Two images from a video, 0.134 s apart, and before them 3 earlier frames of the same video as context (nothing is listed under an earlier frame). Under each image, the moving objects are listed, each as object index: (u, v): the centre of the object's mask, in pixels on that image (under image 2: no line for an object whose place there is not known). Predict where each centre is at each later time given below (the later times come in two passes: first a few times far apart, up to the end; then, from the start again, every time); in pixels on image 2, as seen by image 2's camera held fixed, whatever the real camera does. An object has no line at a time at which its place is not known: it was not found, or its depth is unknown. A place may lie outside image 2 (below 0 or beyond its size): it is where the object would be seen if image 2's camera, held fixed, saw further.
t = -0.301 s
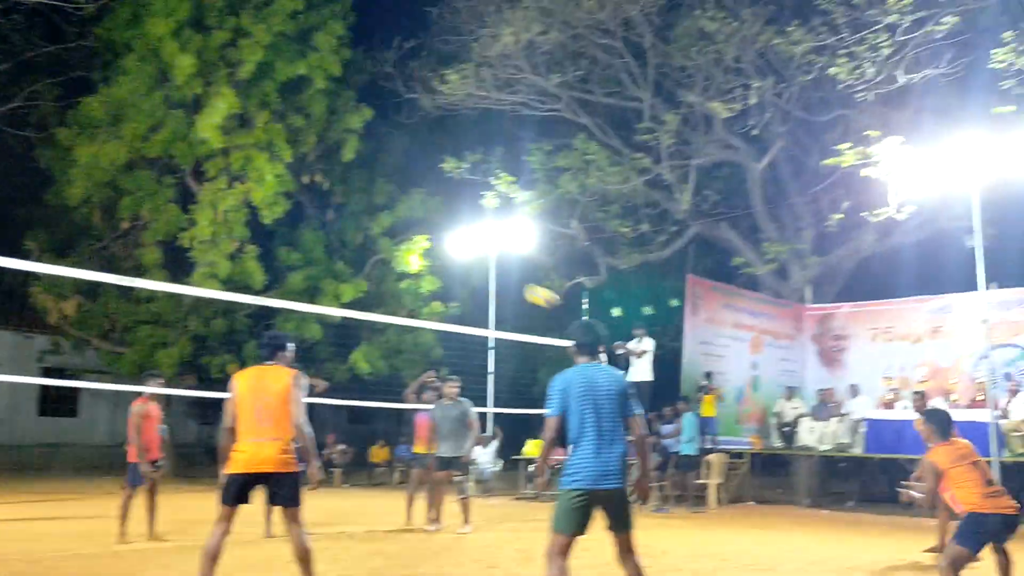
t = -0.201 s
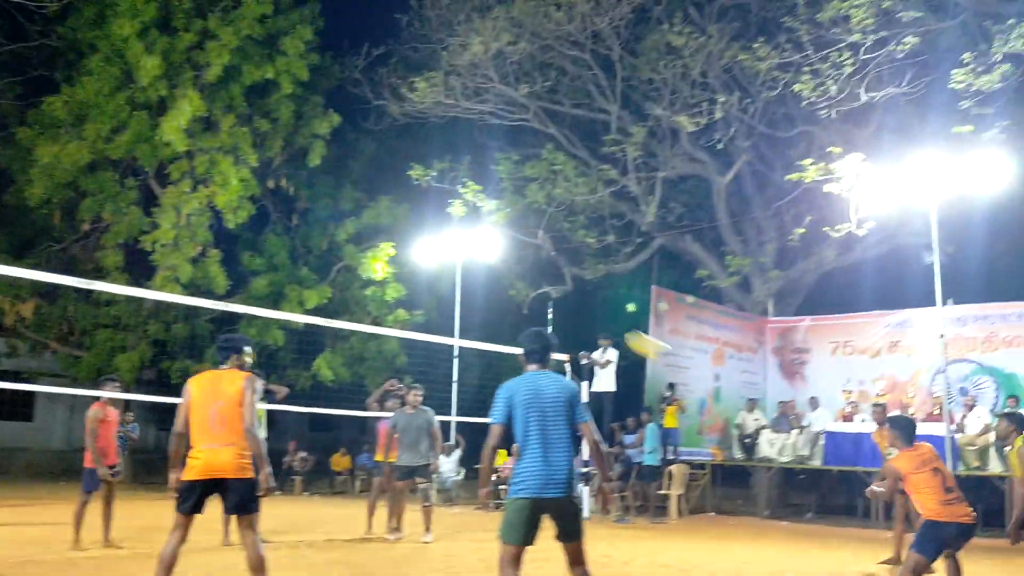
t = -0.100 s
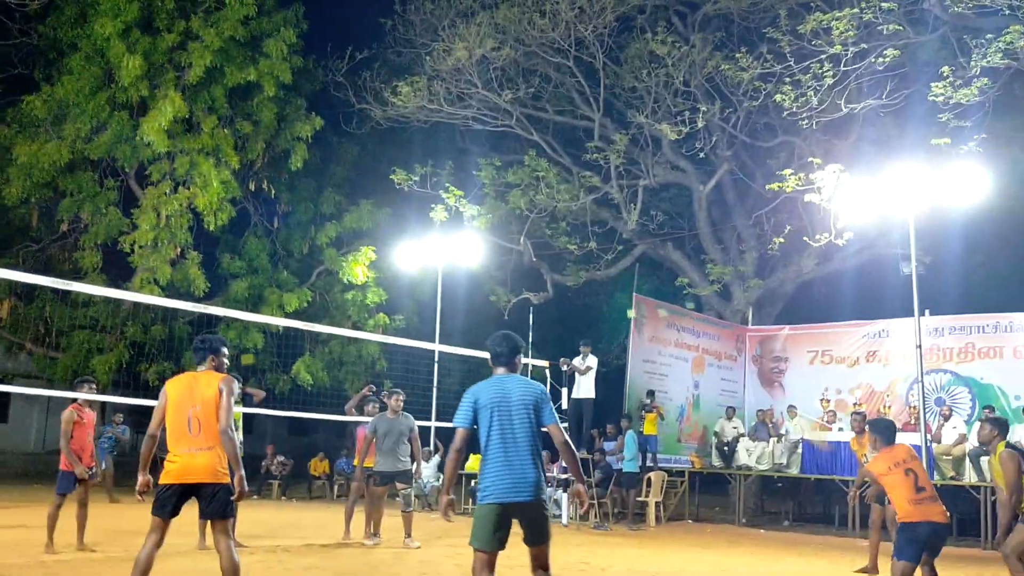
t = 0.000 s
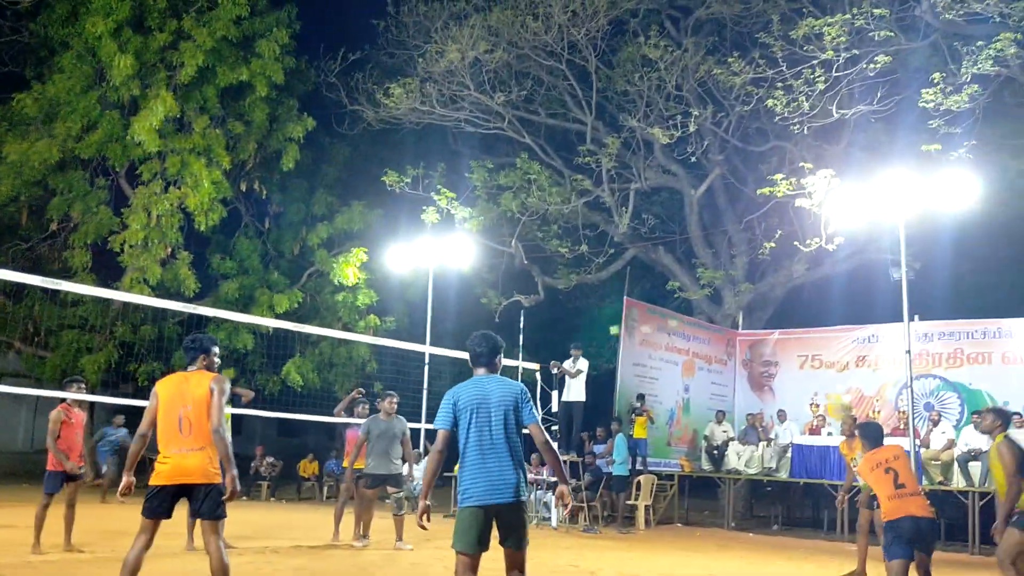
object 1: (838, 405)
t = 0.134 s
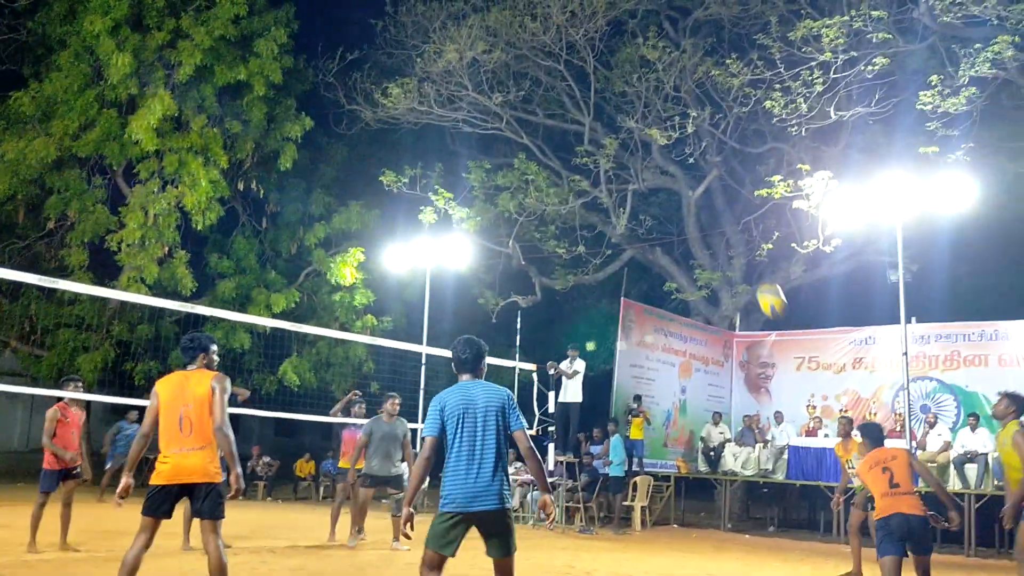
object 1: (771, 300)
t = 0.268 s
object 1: (715, 222)
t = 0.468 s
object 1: (640, 145)
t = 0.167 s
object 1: (757, 277)
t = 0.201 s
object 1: (743, 257)
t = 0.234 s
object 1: (728, 238)
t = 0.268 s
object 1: (715, 222)
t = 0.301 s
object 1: (702, 206)
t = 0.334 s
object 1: (689, 191)
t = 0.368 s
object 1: (676, 177)
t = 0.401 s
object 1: (664, 165)
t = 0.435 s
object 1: (652, 155)
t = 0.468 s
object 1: (640, 145)
